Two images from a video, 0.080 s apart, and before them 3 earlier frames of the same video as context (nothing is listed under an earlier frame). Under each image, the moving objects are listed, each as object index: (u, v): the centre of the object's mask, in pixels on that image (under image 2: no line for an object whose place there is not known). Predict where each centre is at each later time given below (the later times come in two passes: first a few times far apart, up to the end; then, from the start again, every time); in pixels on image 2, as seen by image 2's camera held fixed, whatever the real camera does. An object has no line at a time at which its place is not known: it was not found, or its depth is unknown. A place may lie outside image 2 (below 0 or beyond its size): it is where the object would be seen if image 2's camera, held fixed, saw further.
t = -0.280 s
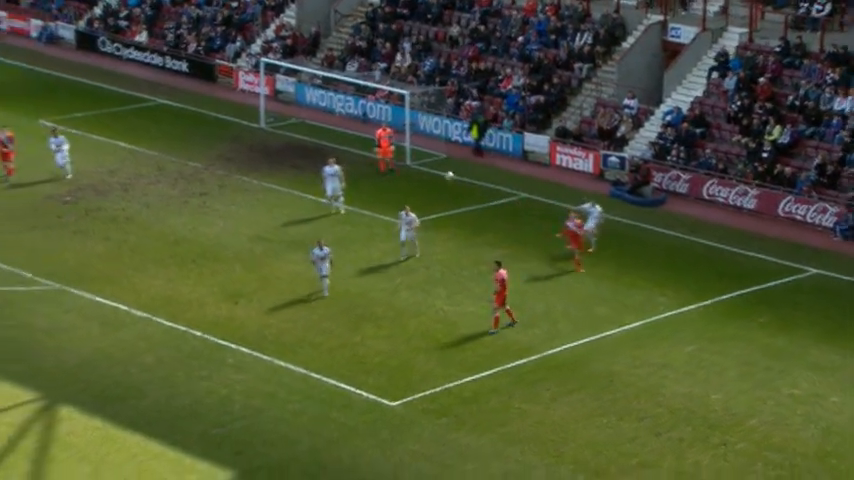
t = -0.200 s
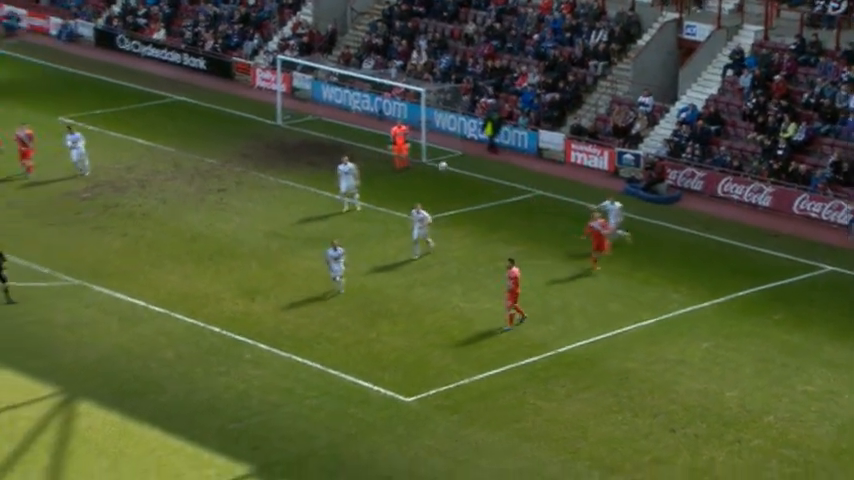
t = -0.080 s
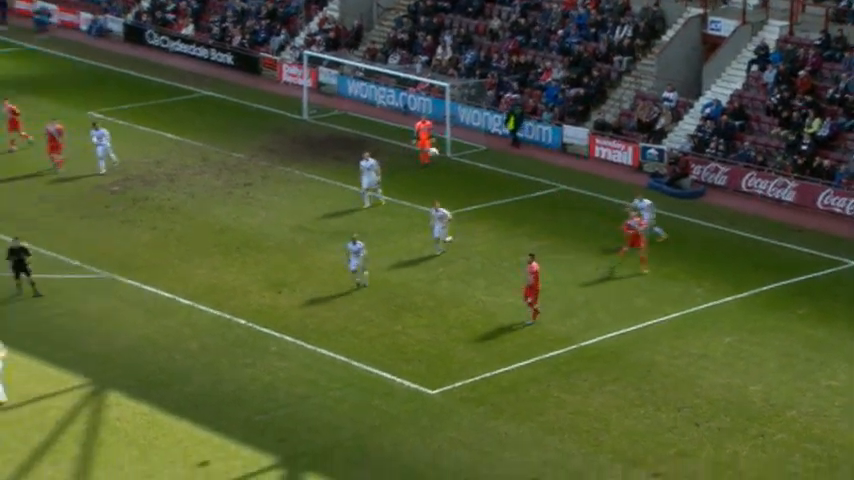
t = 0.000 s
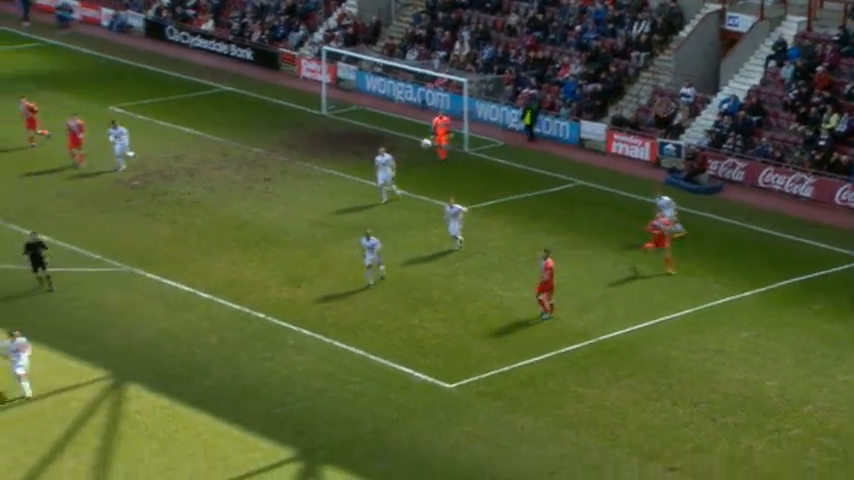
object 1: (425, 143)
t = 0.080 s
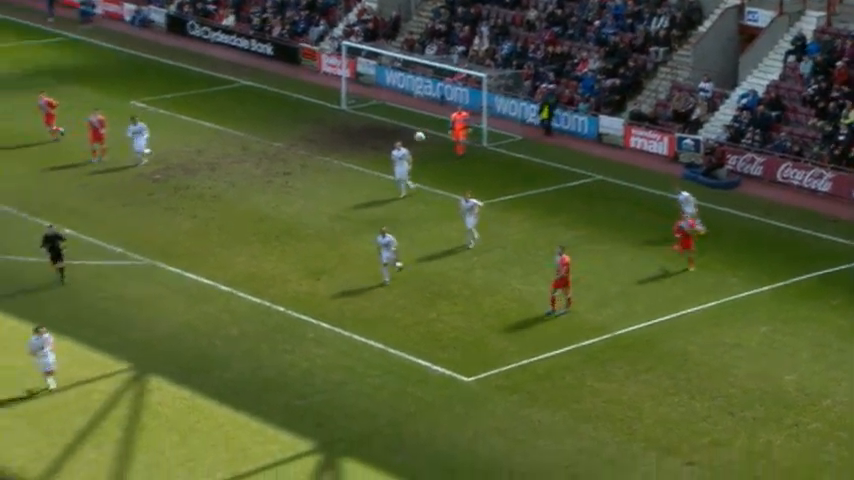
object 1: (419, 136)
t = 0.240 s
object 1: (364, 138)
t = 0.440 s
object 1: (288, 150)
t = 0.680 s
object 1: (188, 187)
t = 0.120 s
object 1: (405, 136)
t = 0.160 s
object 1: (392, 136)
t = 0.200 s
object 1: (378, 136)
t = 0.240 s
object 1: (364, 138)
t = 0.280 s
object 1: (349, 139)
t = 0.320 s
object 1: (334, 141)
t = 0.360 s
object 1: (320, 144)
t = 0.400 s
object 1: (304, 147)
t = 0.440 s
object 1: (288, 150)
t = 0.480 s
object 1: (273, 155)
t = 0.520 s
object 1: (256, 160)
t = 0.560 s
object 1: (240, 167)
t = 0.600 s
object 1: (222, 172)
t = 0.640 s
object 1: (206, 179)
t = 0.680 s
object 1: (188, 187)
